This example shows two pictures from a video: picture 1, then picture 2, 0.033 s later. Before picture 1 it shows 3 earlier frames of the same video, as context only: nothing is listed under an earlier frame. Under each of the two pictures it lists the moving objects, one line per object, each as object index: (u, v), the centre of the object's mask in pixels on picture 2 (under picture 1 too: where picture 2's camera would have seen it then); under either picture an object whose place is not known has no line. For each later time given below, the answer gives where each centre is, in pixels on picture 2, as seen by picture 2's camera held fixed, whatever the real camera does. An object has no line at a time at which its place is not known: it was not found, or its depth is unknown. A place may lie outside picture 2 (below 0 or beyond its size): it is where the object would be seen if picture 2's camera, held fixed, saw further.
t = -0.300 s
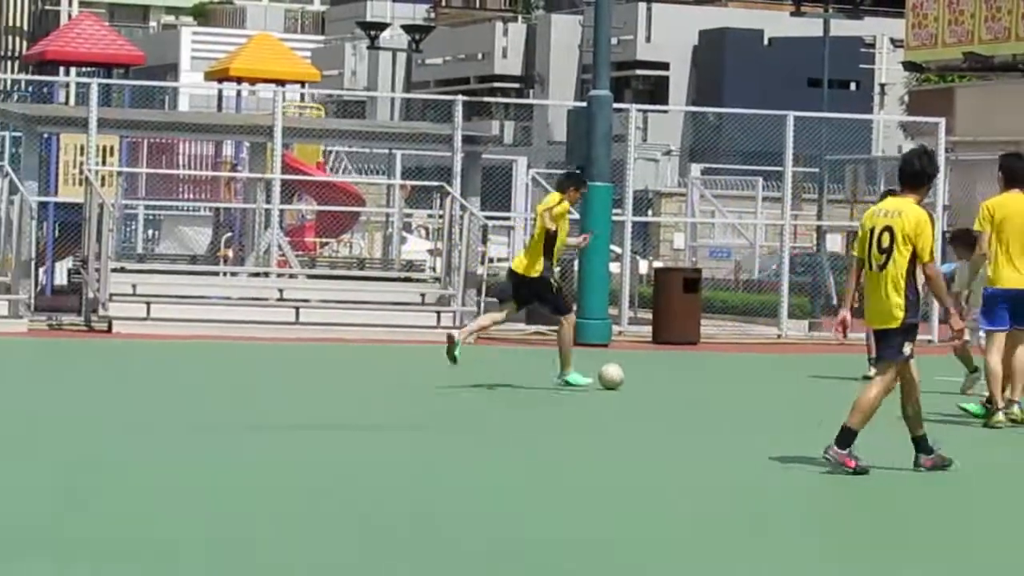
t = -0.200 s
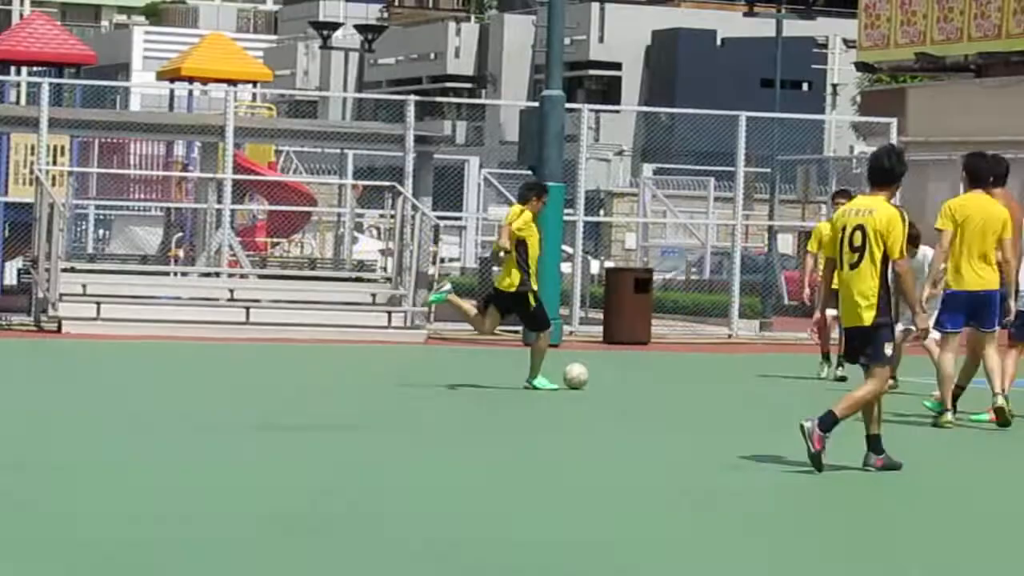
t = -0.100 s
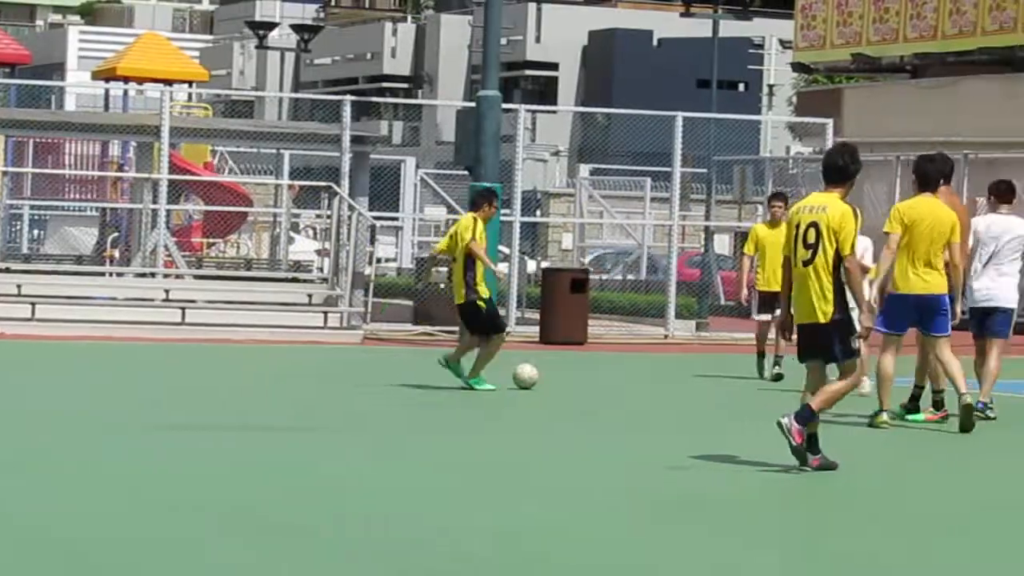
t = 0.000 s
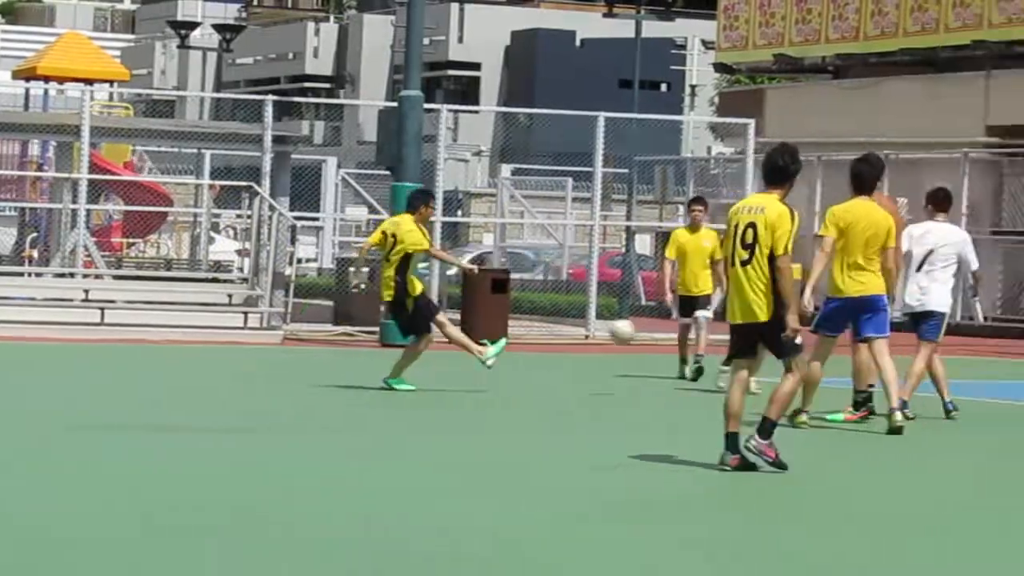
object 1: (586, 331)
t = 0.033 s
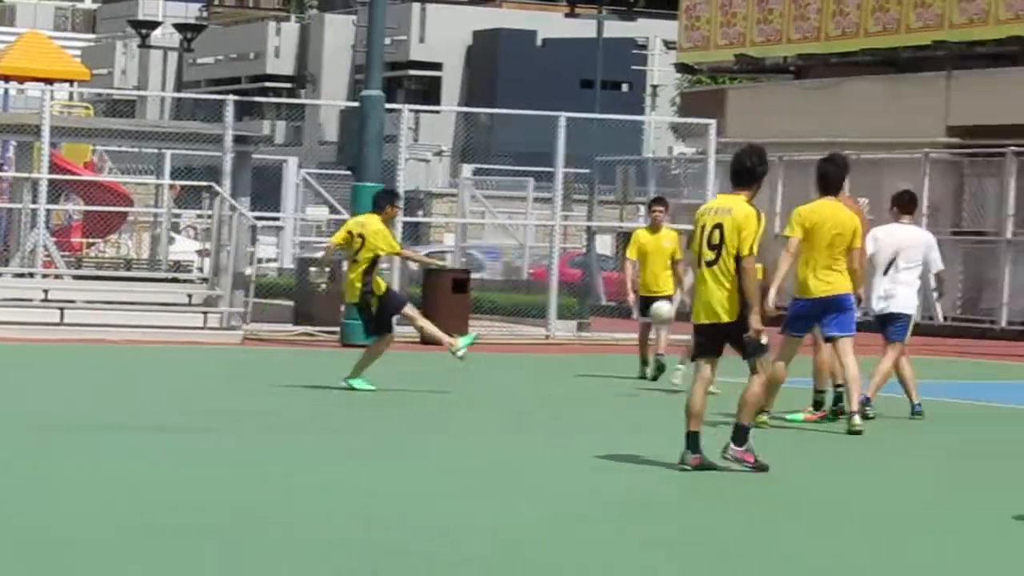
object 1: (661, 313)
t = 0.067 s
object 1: (690, 317)
